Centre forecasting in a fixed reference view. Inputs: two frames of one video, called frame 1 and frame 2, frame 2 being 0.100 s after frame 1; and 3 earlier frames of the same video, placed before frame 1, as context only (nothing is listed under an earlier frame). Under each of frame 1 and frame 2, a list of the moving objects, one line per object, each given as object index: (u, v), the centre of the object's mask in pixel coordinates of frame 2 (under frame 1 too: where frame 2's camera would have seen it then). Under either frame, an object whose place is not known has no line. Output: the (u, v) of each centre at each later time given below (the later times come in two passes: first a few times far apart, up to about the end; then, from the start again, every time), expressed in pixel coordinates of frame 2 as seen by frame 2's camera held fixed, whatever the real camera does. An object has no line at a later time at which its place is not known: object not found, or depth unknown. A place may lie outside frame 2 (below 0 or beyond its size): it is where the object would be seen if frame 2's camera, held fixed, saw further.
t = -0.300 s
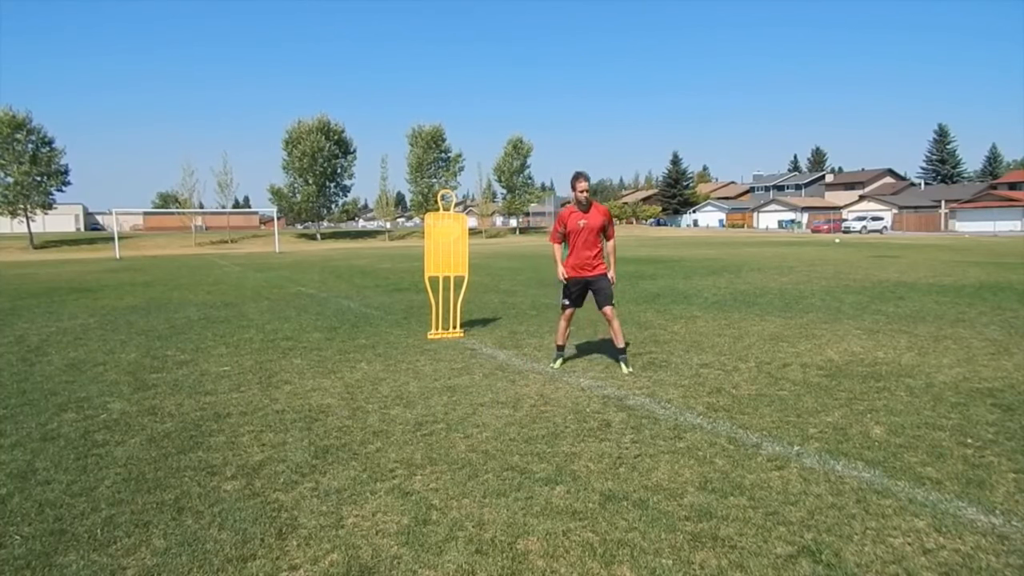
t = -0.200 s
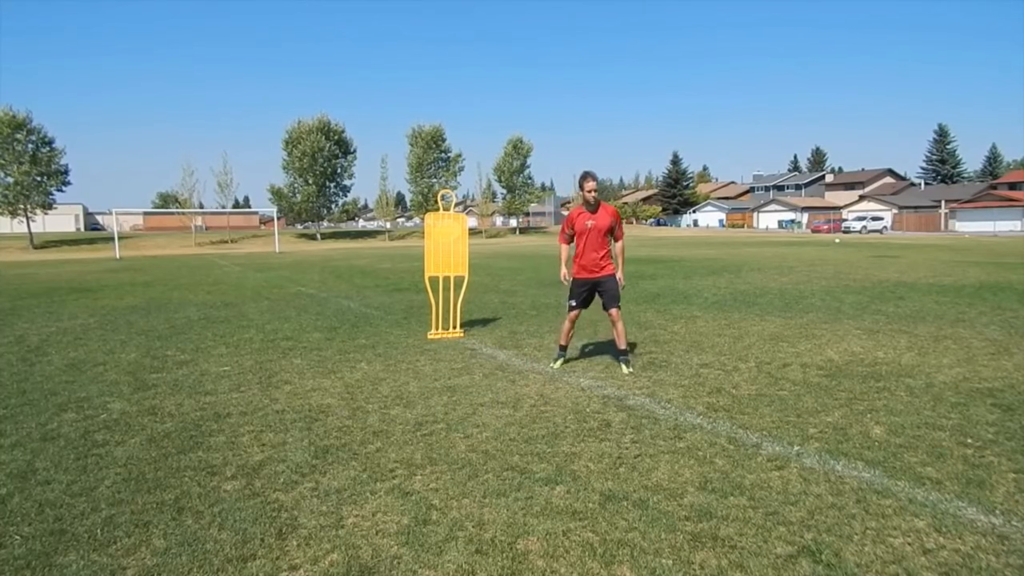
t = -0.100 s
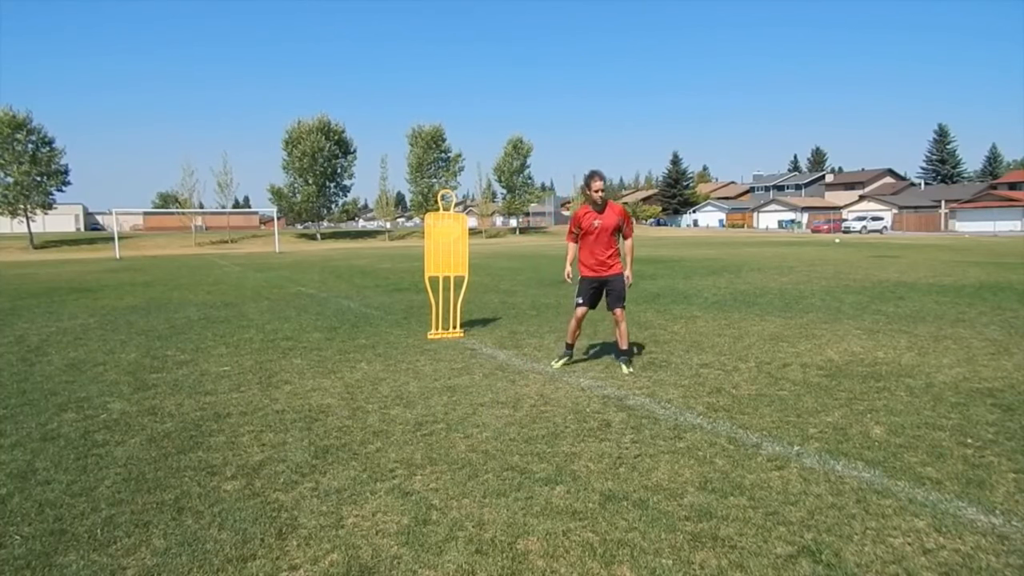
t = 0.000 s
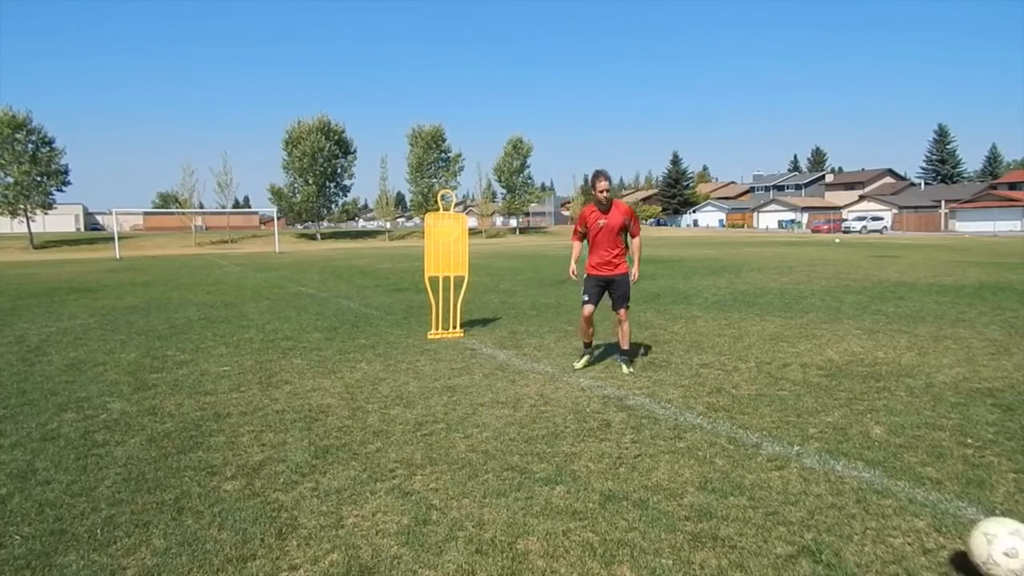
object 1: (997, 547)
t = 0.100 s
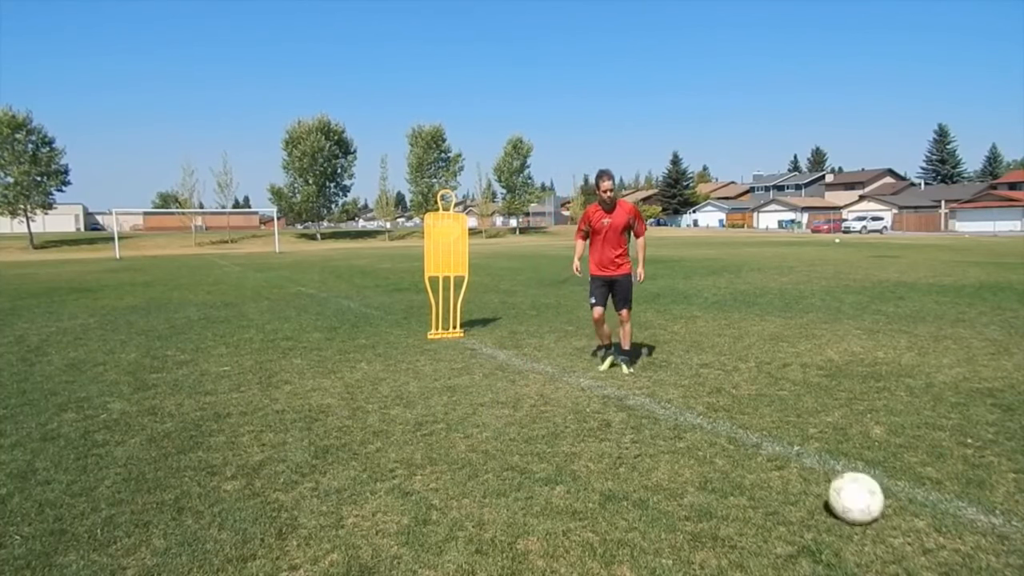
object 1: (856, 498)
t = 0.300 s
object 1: (710, 432)
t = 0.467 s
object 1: (635, 400)
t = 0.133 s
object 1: (825, 480)
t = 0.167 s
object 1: (798, 464)
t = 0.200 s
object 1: (773, 452)
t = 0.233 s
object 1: (750, 443)
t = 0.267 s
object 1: (729, 437)
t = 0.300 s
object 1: (710, 432)
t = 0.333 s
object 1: (691, 428)
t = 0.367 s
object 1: (676, 418)
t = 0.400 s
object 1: (661, 411)
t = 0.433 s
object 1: (648, 405)
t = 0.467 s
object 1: (635, 400)
